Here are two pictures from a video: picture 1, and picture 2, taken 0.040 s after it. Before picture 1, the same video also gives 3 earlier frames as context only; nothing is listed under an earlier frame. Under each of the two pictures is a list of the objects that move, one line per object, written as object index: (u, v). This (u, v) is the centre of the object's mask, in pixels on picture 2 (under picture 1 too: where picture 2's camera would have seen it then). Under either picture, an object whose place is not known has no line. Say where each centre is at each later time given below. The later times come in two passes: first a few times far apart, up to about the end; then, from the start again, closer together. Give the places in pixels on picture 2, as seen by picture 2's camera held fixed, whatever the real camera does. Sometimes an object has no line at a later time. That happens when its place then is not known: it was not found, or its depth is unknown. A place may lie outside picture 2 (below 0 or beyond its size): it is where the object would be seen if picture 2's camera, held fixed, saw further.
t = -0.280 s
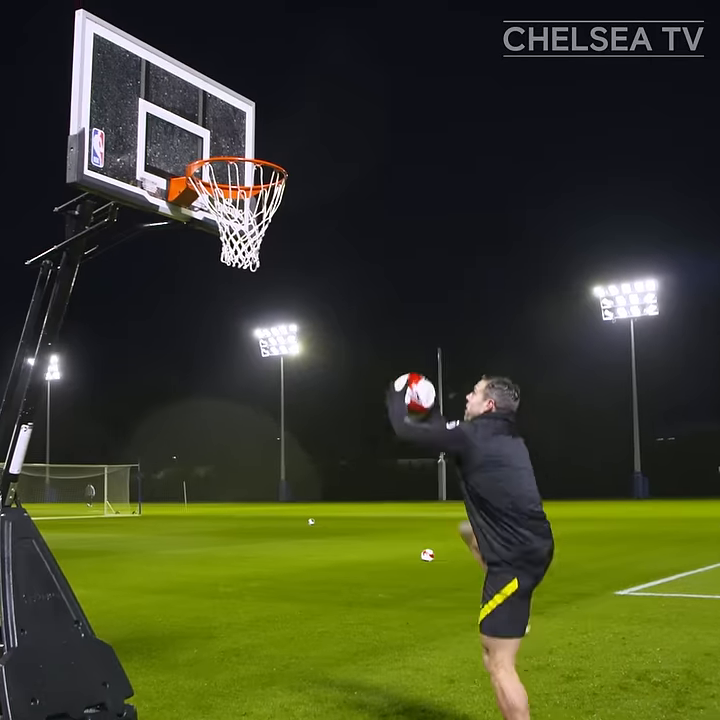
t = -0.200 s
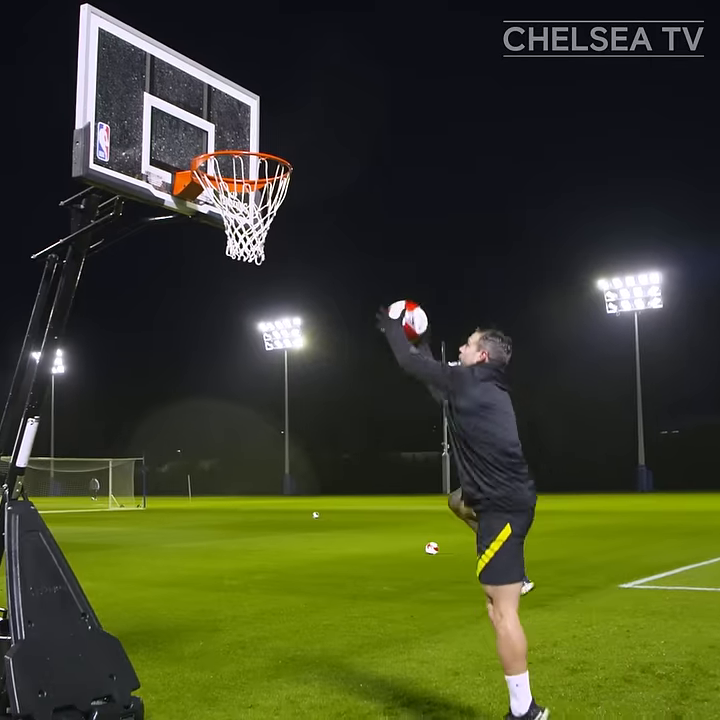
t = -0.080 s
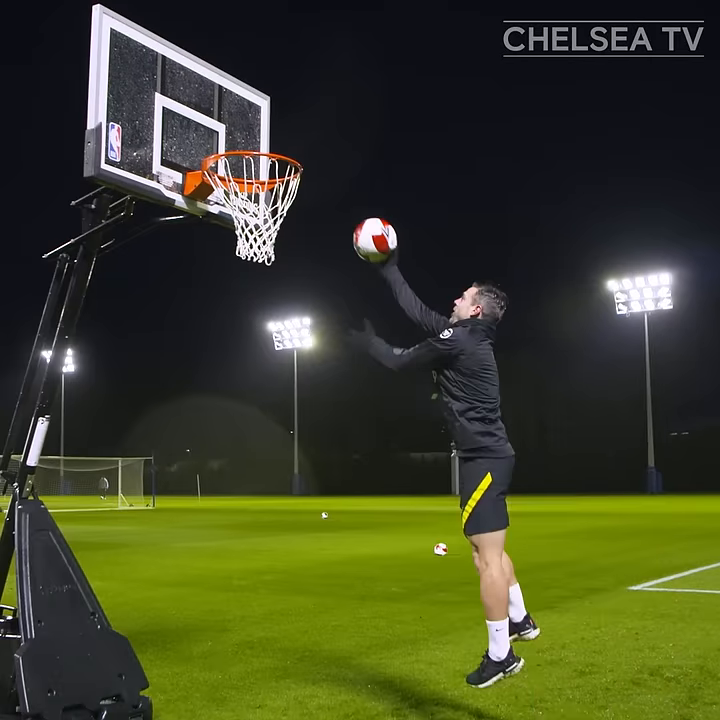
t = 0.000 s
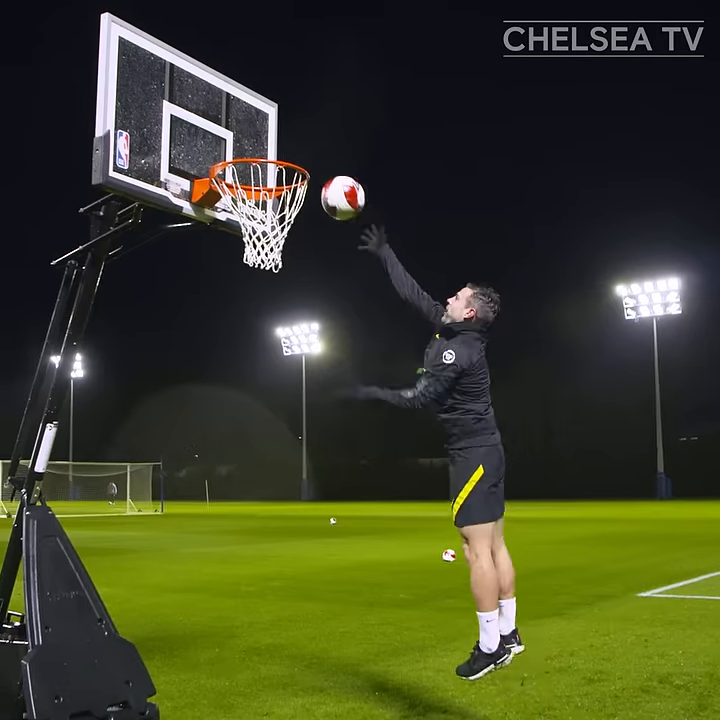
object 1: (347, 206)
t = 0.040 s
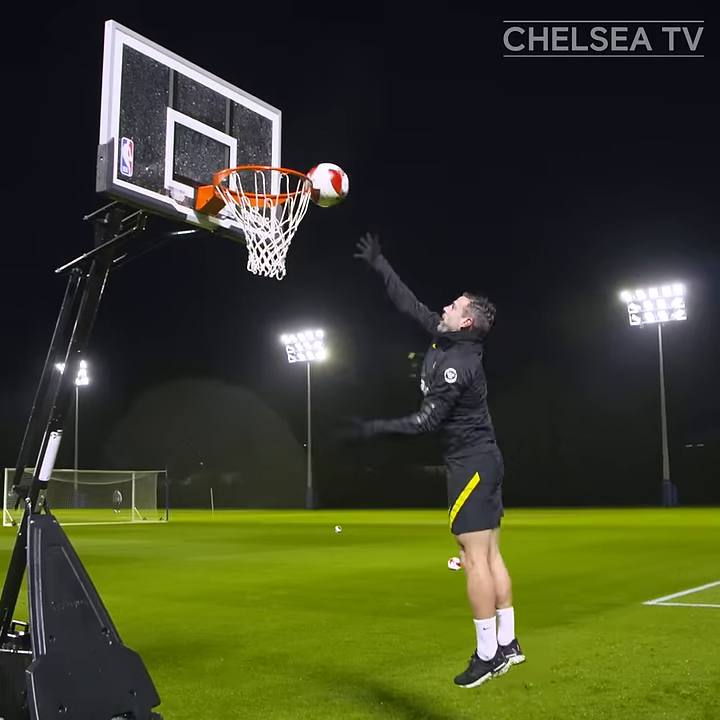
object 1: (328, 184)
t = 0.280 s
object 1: (224, 125)
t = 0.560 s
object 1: (258, 142)
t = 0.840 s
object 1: (282, 207)
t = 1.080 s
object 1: (310, 412)
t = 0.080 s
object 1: (308, 164)
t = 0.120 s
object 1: (286, 152)
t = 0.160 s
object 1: (266, 143)
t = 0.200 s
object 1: (246, 135)
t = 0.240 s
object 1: (227, 129)
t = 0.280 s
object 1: (224, 125)
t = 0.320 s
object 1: (229, 123)
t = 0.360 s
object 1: (234, 124)
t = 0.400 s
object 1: (239, 127)
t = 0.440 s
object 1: (245, 135)
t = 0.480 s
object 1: (250, 146)
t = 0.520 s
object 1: (254, 145)
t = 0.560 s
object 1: (258, 142)
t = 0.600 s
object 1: (261, 142)
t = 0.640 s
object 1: (265, 144)
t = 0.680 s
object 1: (268, 150)
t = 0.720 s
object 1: (272, 159)
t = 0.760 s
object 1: (275, 172)
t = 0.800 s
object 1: (278, 187)
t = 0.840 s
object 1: (282, 207)
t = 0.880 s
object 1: (286, 231)
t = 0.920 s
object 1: (291, 258)
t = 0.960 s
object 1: (295, 289)
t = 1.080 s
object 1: (310, 412)
